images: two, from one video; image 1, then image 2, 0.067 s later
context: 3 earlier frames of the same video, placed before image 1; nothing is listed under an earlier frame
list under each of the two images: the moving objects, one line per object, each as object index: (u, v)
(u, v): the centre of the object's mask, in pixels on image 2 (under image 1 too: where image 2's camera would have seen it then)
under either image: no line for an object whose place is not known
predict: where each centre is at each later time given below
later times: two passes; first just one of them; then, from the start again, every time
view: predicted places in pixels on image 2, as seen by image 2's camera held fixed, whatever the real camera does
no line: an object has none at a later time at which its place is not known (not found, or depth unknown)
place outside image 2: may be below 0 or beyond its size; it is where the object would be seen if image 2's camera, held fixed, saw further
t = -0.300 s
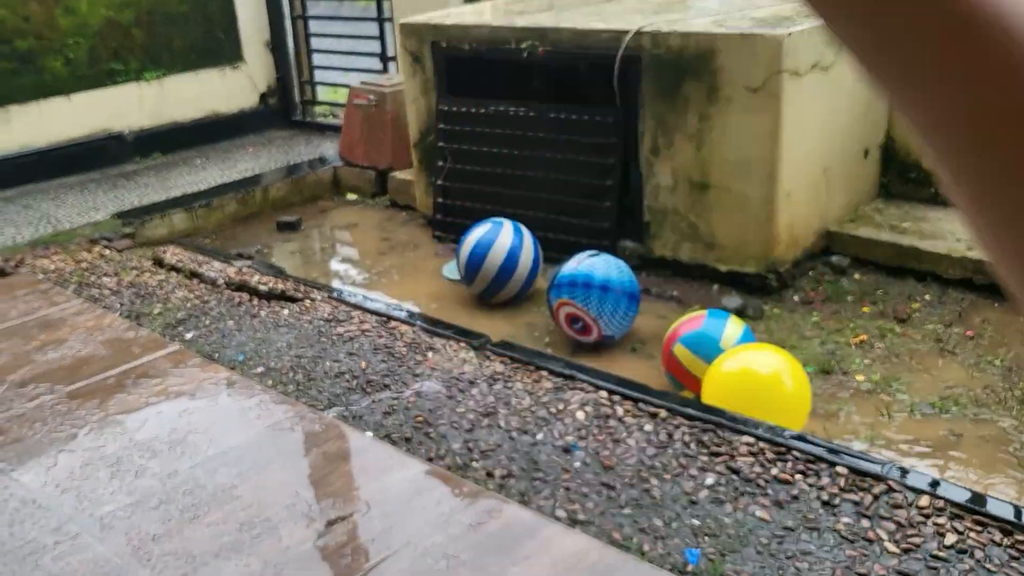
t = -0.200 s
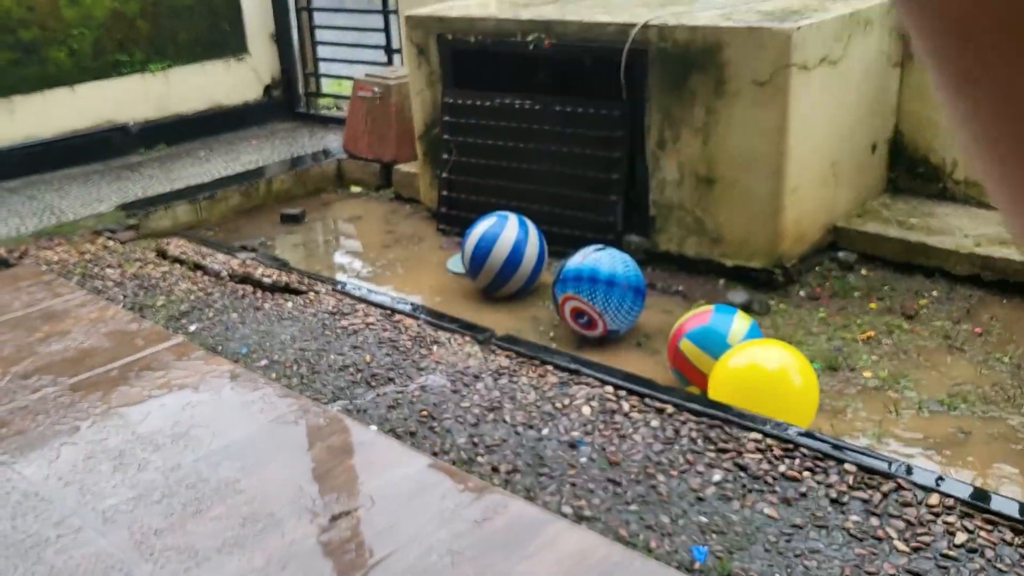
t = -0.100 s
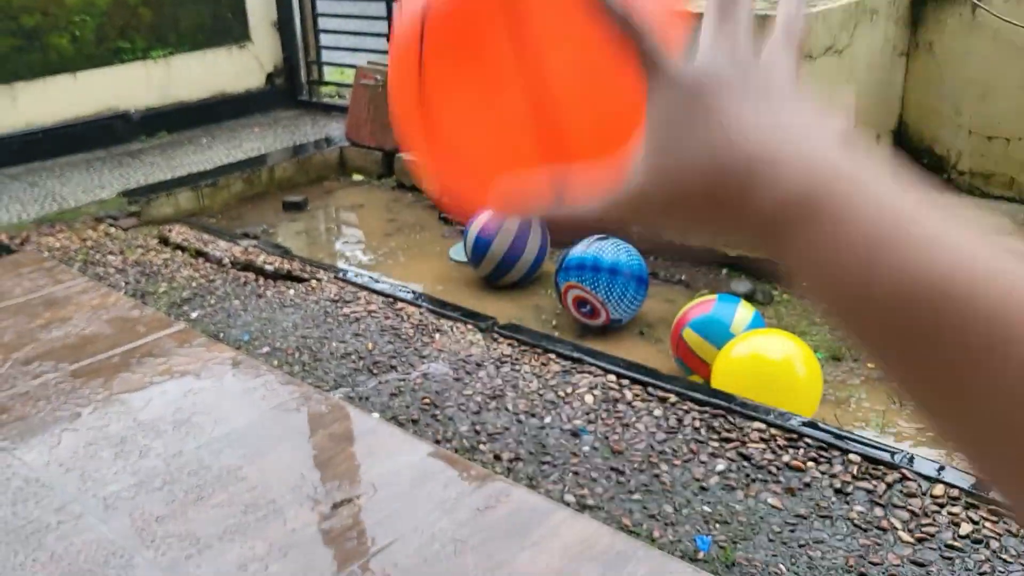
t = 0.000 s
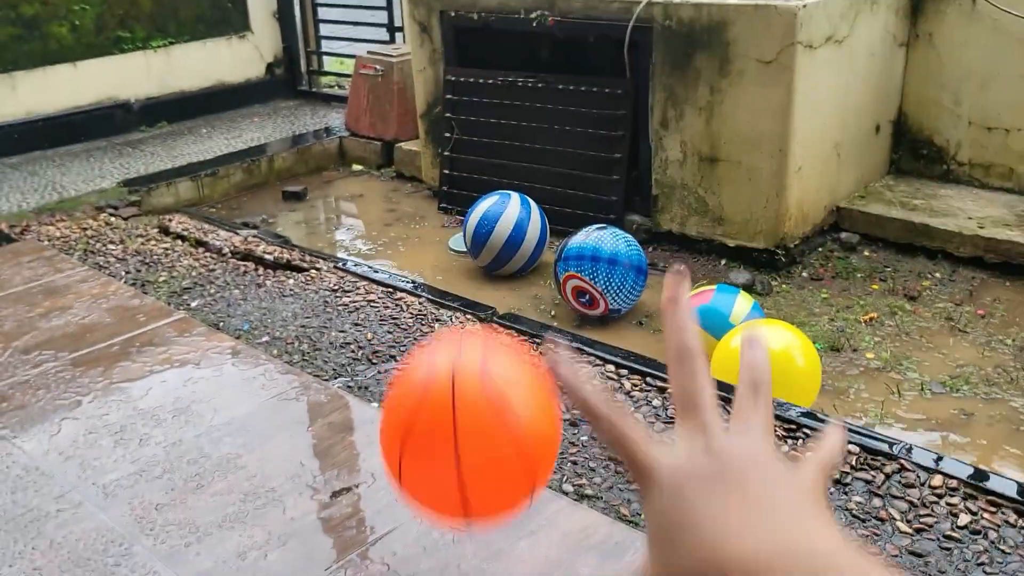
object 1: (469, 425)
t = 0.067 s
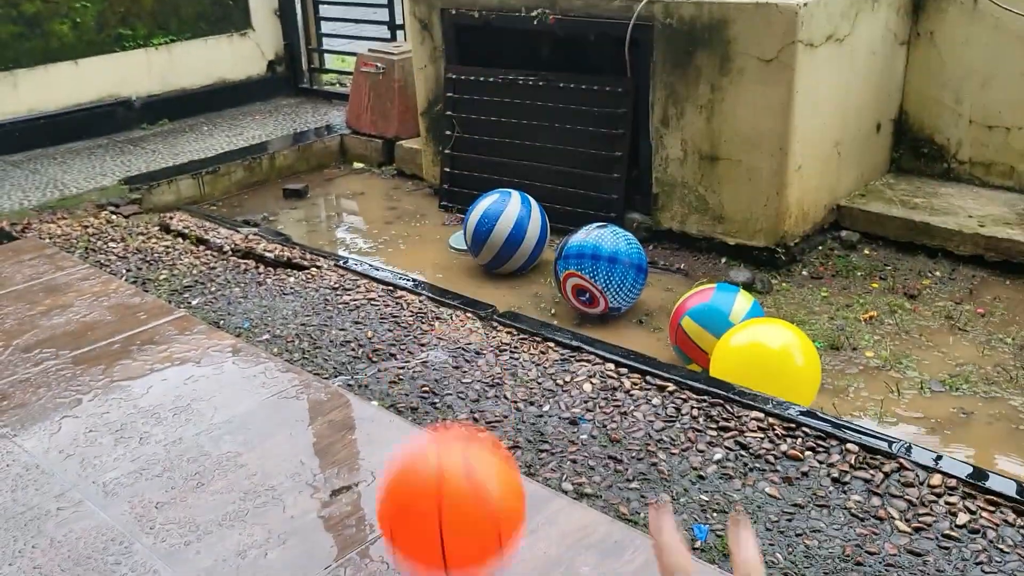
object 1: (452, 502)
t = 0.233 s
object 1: (386, 81)
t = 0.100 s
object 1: (437, 398)
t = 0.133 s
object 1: (423, 307)
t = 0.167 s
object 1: (410, 220)
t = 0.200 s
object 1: (397, 148)
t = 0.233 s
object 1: (386, 81)
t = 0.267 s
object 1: (376, 39)
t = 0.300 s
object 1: (367, 11)
